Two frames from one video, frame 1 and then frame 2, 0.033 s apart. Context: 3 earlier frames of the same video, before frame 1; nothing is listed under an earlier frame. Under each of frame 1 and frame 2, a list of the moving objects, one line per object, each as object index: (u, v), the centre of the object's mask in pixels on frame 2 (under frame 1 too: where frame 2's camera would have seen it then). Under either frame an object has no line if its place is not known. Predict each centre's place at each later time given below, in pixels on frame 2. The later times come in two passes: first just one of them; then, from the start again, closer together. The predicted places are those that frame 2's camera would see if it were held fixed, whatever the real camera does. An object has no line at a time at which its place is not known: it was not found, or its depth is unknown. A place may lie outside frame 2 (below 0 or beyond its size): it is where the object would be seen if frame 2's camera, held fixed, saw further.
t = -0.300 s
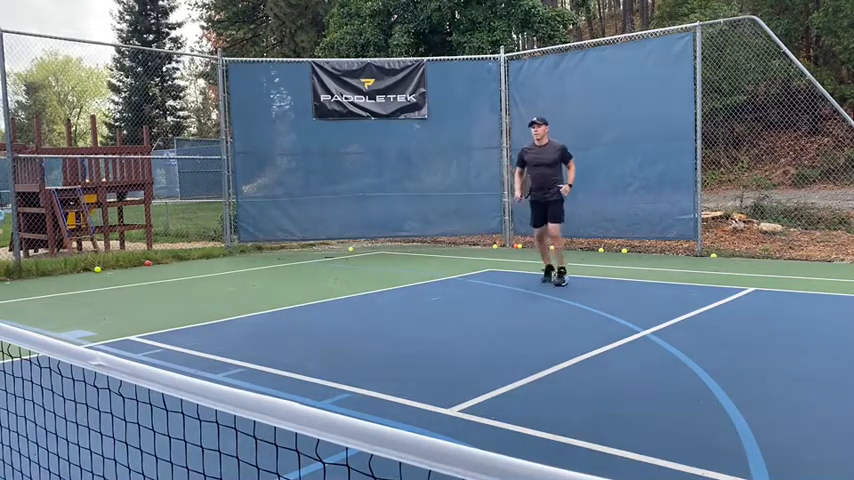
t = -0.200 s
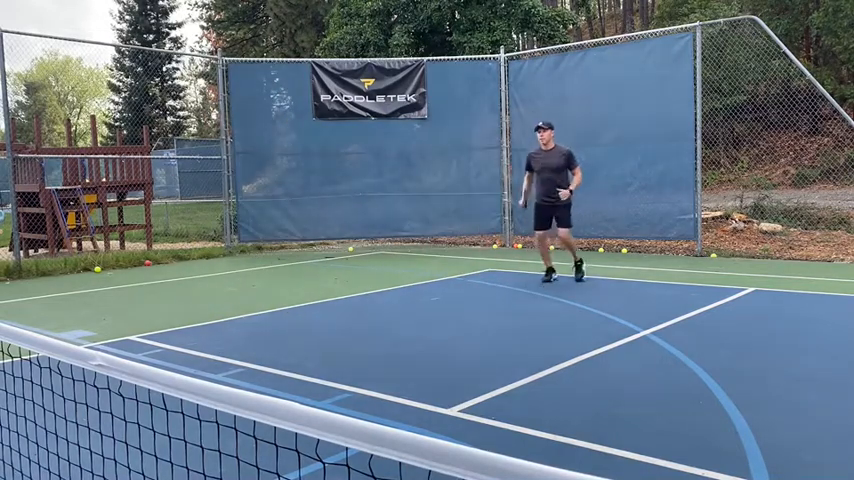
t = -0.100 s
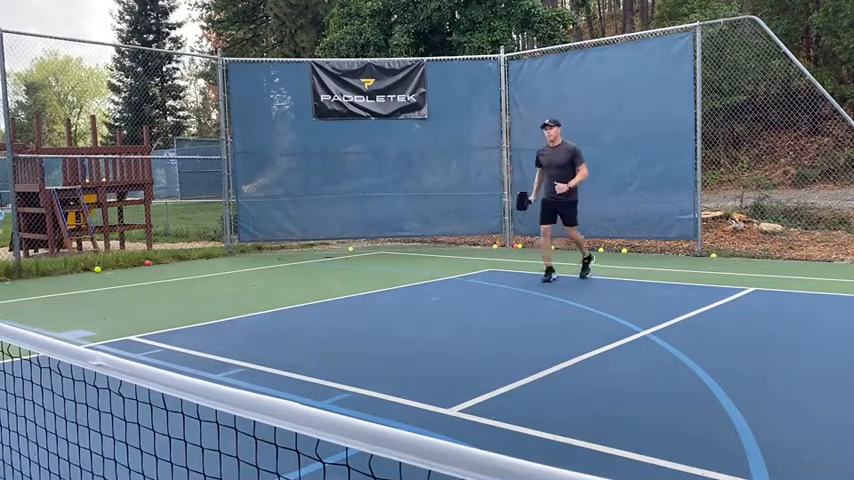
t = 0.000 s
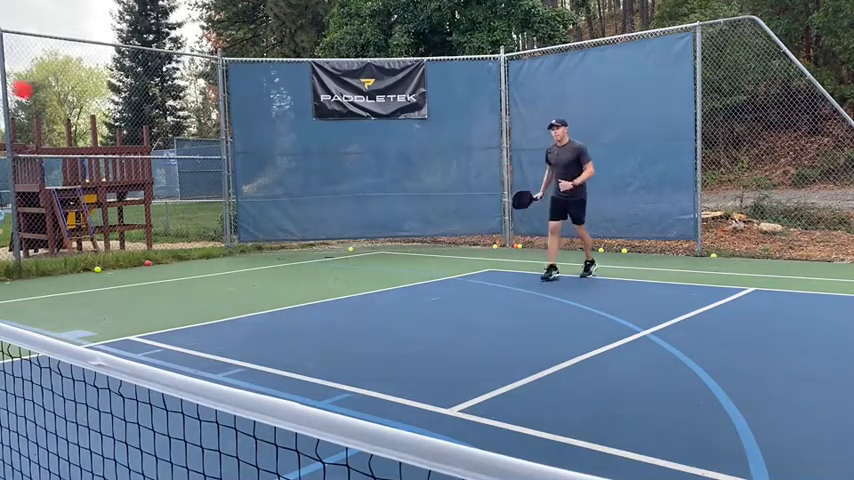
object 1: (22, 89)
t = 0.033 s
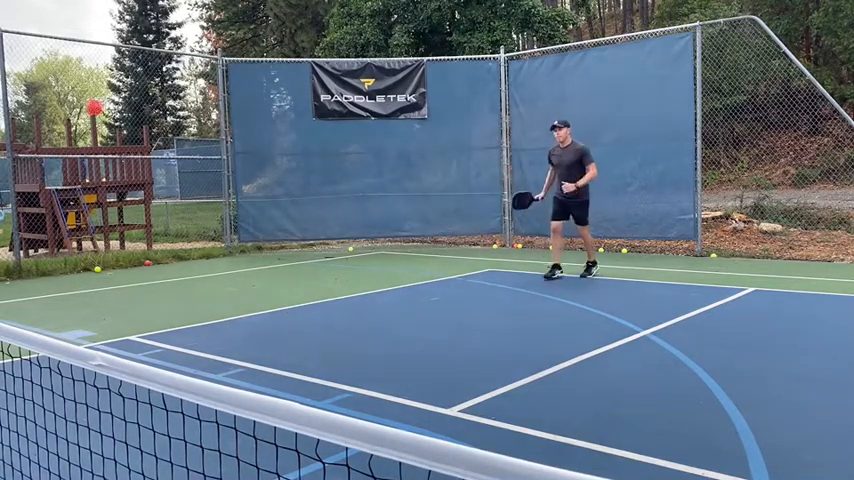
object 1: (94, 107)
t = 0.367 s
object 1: (448, 267)
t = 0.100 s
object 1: (207, 142)
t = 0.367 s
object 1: (448, 267)
